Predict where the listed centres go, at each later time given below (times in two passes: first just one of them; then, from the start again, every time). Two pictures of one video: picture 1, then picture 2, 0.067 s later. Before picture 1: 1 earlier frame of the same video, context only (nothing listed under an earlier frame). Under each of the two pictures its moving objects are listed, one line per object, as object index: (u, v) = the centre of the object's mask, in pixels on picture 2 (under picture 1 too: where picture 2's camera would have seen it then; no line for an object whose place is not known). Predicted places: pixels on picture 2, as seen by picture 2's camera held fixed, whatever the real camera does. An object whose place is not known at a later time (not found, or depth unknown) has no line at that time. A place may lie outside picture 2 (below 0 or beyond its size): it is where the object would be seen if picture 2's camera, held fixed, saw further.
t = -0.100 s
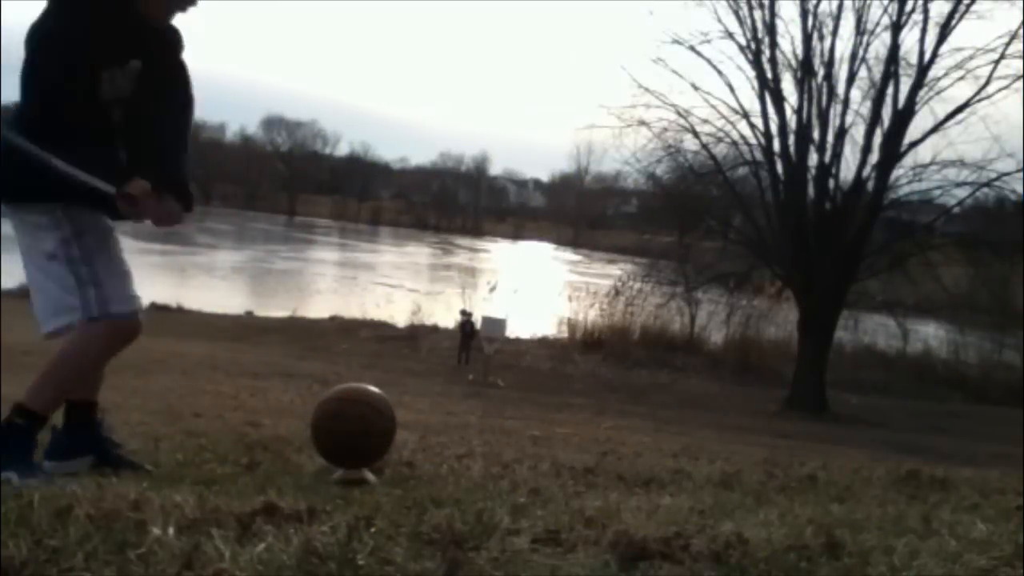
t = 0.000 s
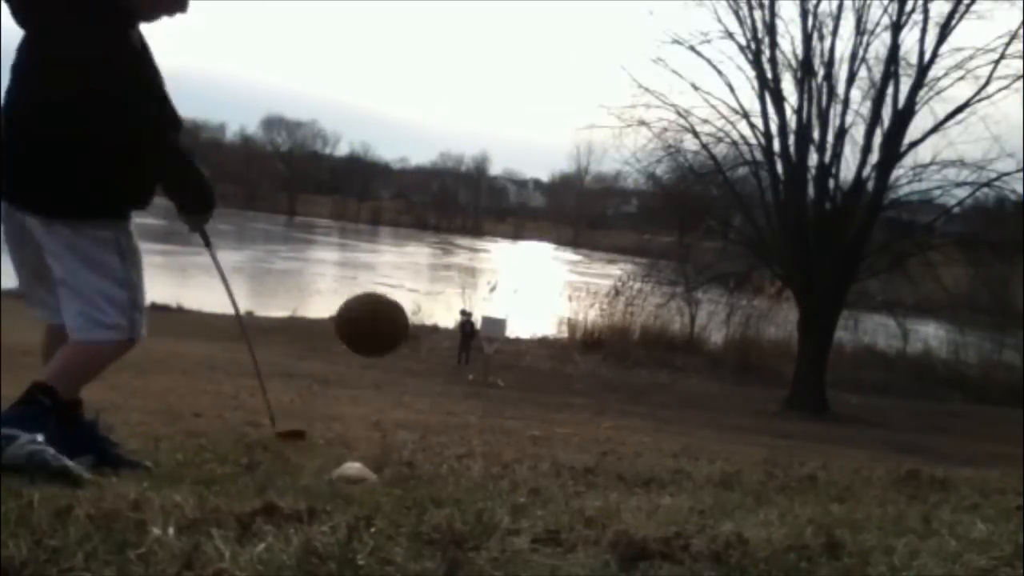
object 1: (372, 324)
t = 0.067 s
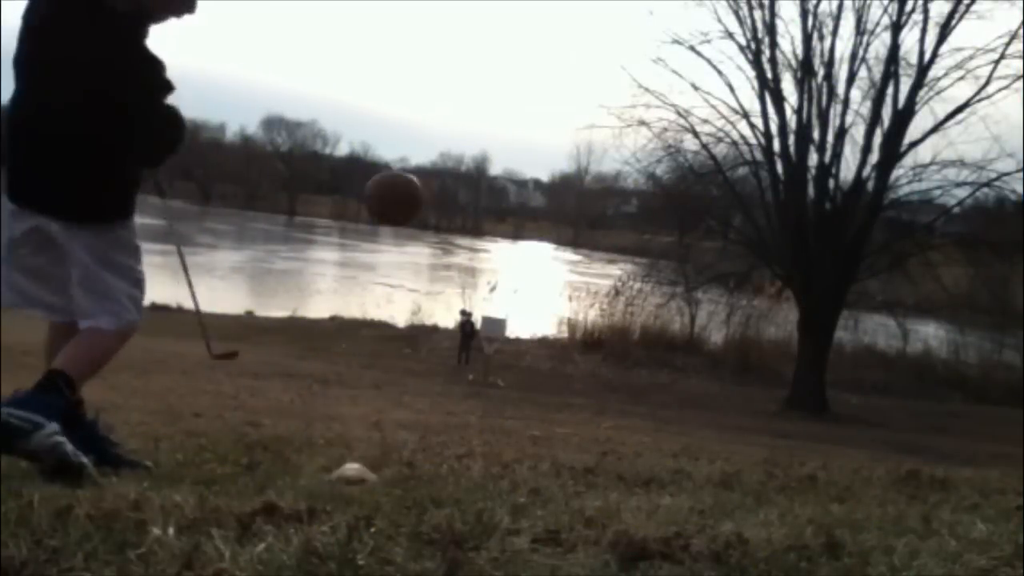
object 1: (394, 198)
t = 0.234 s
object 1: (426, 41)
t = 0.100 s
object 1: (402, 153)
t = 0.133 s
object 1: (410, 116)
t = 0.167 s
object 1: (416, 86)
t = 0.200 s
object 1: (421, 61)
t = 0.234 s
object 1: (426, 41)
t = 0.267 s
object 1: (431, 25)
